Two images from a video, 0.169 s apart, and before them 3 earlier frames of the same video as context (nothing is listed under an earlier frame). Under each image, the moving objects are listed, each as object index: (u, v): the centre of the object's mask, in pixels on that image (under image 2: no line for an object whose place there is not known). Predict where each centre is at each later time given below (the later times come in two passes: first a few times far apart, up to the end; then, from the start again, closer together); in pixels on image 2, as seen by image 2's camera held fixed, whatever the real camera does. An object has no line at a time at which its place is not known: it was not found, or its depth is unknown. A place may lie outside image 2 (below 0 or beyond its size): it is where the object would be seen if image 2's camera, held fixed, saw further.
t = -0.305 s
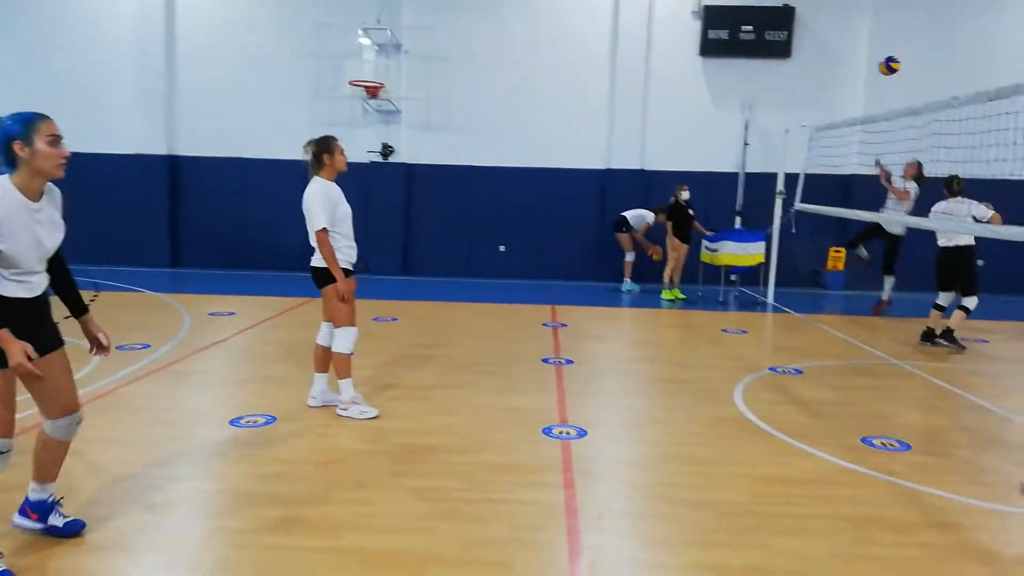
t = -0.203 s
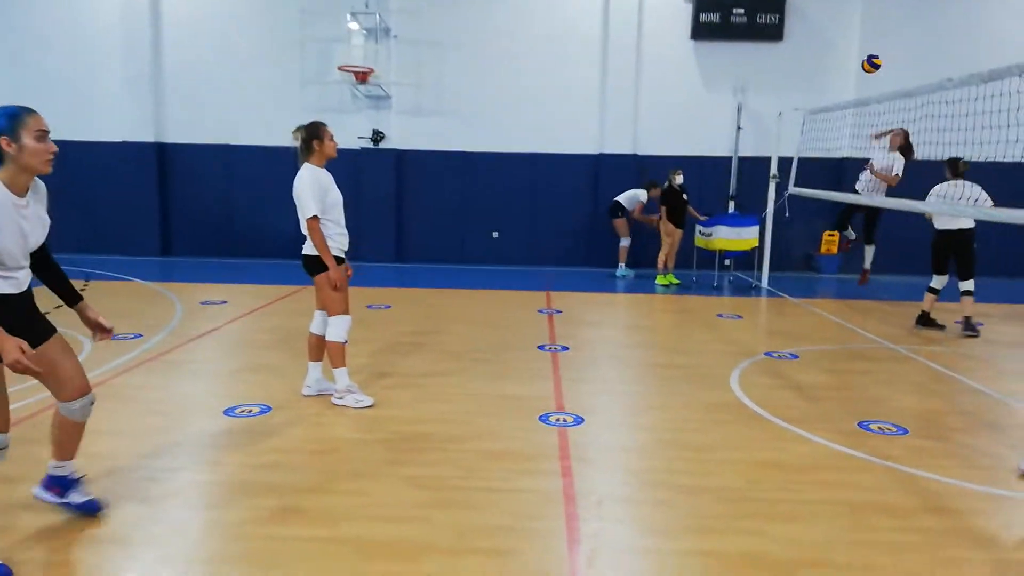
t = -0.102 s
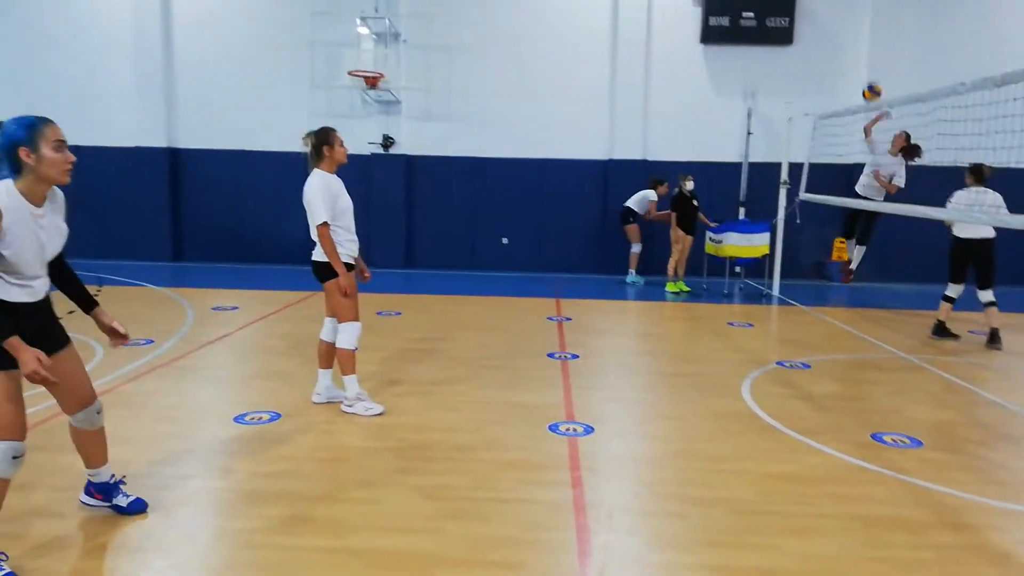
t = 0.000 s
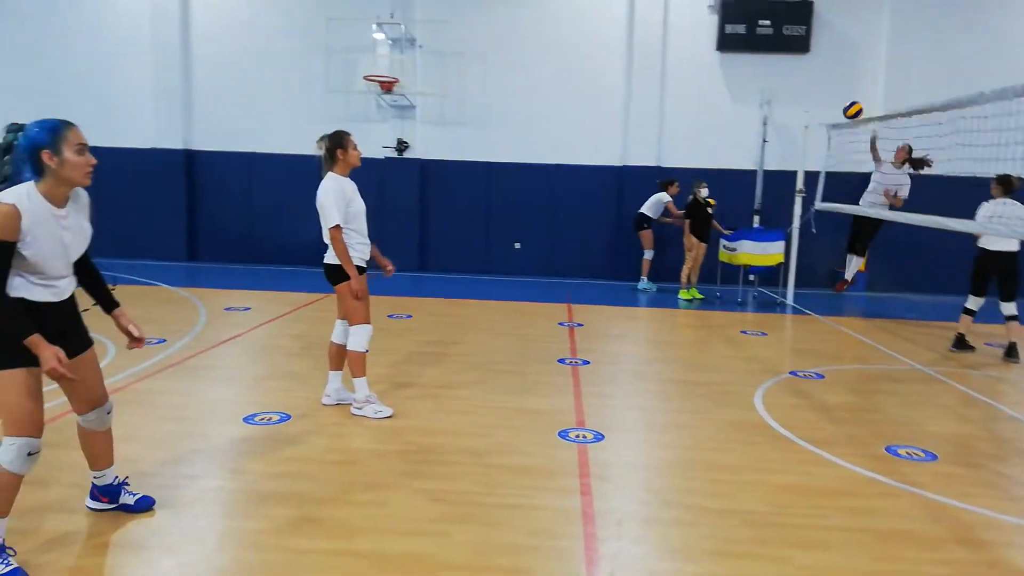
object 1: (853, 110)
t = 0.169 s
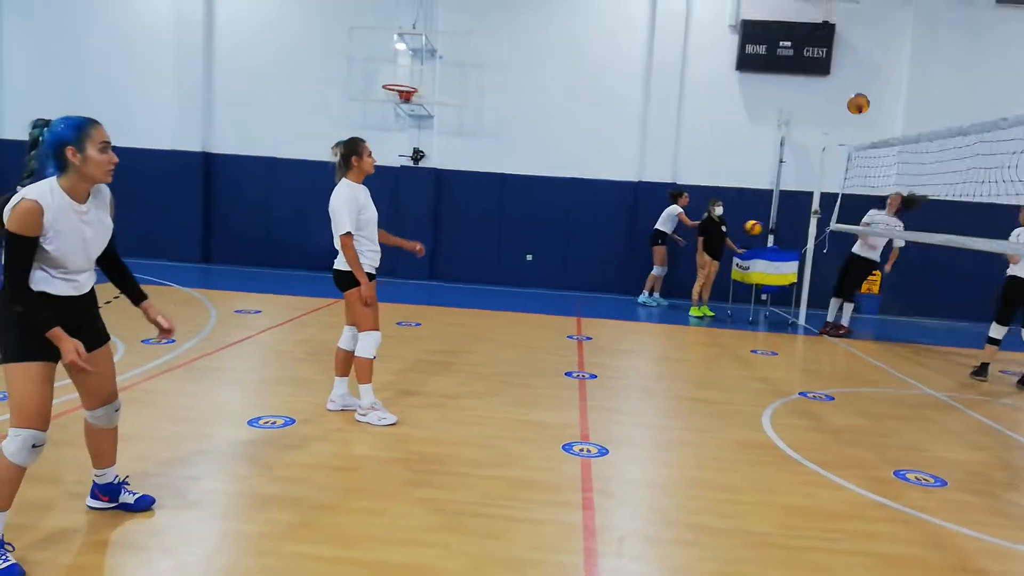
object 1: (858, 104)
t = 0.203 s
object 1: (854, 101)
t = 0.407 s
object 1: (827, 109)
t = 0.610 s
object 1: (784, 175)
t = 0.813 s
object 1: (727, 324)
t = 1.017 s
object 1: (665, 344)
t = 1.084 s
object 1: (643, 308)
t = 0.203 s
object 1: (854, 101)
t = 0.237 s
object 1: (851, 100)
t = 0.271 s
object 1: (847, 99)
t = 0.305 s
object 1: (842, 100)
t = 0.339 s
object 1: (838, 102)
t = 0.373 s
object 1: (833, 105)
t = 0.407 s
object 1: (827, 109)
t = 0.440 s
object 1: (821, 116)
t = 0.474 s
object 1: (815, 123)
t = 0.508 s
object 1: (808, 133)
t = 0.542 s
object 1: (800, 145)
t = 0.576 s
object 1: (794, 158)
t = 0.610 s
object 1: (784, 175)
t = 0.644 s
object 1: (775, 195)
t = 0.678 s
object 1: (766, 215)
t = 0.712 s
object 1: (758, 237)
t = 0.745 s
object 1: (748, 264)
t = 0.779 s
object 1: (737, 293)
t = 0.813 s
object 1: (727, 324)
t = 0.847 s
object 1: (715, 360)
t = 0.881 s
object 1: (705, 393)
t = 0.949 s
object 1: (683, 387)
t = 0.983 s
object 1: (675, 366)
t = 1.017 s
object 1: (665, 344)
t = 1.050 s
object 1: (654, 326)
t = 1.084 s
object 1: (643, 308)
